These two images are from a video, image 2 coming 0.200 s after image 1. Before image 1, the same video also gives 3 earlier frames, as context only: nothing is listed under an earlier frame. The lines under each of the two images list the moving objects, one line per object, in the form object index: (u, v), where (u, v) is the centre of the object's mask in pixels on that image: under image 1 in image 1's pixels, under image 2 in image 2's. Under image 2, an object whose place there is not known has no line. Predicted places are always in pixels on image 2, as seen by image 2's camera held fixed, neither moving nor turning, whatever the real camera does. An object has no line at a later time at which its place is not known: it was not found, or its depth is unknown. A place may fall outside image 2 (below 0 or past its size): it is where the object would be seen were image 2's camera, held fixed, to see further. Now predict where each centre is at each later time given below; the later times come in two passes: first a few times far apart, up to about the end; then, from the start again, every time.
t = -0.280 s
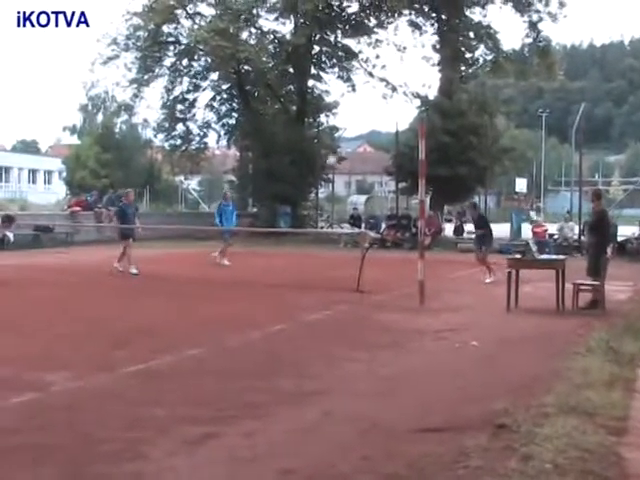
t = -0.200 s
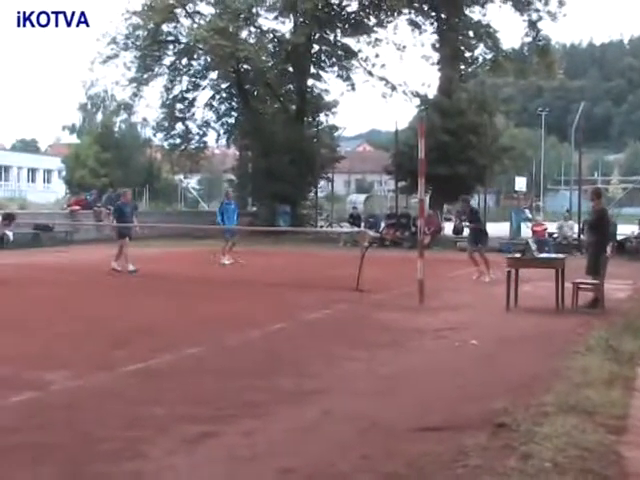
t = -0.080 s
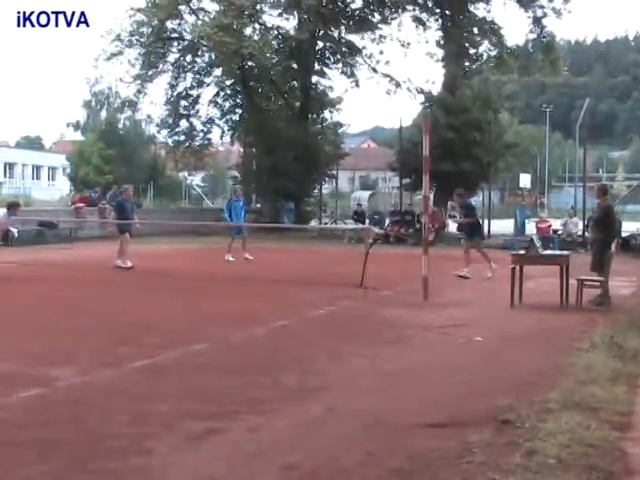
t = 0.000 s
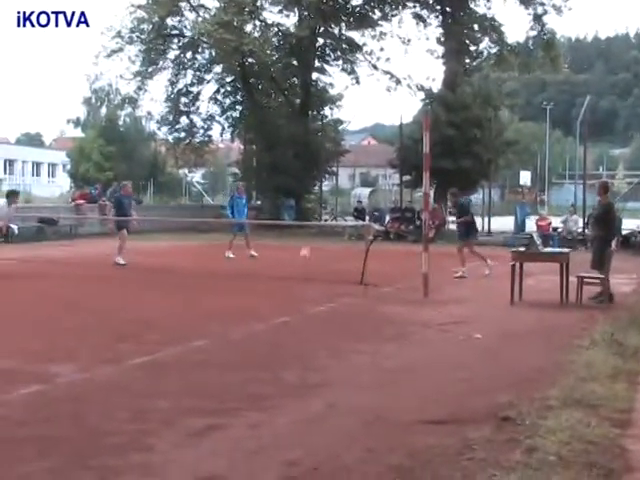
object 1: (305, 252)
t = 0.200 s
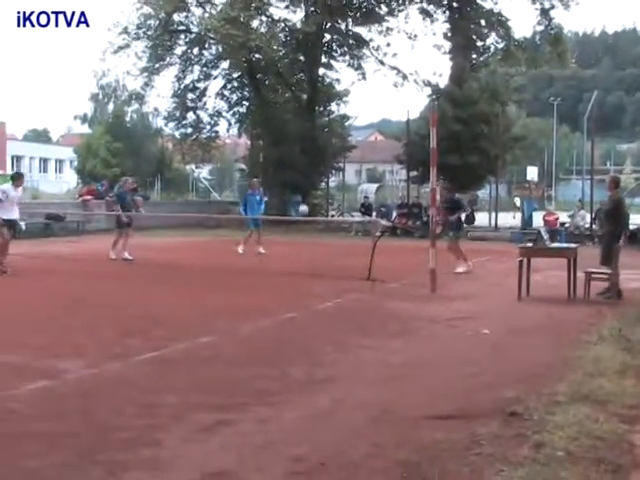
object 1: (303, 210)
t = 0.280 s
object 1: (301, 191)
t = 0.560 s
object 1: (291, 156)
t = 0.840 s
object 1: (282, 153)
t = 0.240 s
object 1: (302, 200)
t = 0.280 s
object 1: (301, 191)
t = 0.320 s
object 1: (299, 185)
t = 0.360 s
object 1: (298, 178)
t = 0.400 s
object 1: (297, 172)
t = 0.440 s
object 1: (295, 167)
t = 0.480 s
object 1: (294, 163)
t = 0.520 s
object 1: (293, 159)
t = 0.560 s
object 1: (291, 156)
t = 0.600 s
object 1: (290, 153)
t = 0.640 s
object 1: (289, 152)
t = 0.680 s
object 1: (287, 151)
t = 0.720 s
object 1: (286, 150)
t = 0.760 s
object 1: (285, 151)
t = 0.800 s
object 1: (283, 152)
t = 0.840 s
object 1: (282, 153)
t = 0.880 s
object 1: (280, 156)
